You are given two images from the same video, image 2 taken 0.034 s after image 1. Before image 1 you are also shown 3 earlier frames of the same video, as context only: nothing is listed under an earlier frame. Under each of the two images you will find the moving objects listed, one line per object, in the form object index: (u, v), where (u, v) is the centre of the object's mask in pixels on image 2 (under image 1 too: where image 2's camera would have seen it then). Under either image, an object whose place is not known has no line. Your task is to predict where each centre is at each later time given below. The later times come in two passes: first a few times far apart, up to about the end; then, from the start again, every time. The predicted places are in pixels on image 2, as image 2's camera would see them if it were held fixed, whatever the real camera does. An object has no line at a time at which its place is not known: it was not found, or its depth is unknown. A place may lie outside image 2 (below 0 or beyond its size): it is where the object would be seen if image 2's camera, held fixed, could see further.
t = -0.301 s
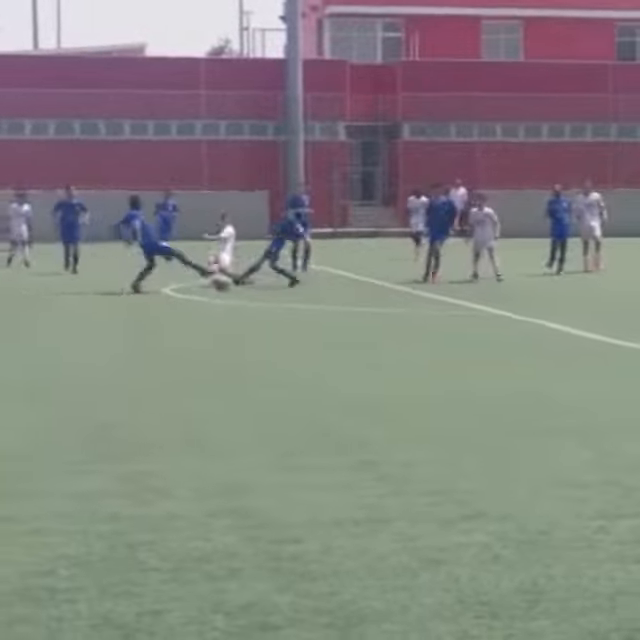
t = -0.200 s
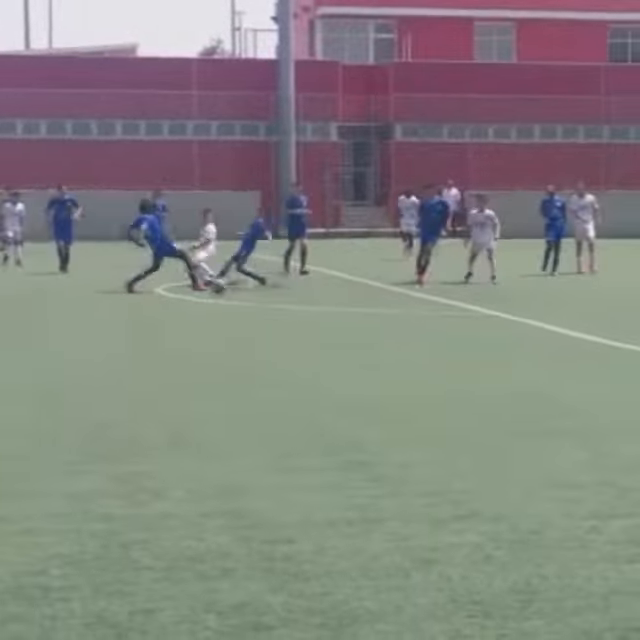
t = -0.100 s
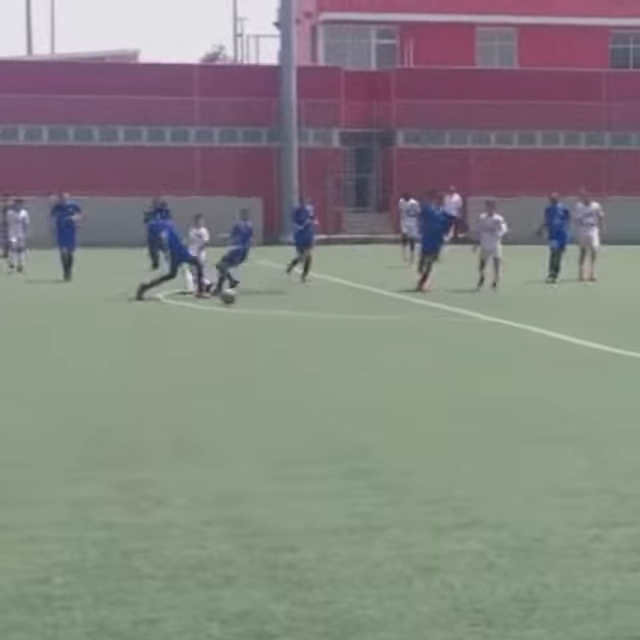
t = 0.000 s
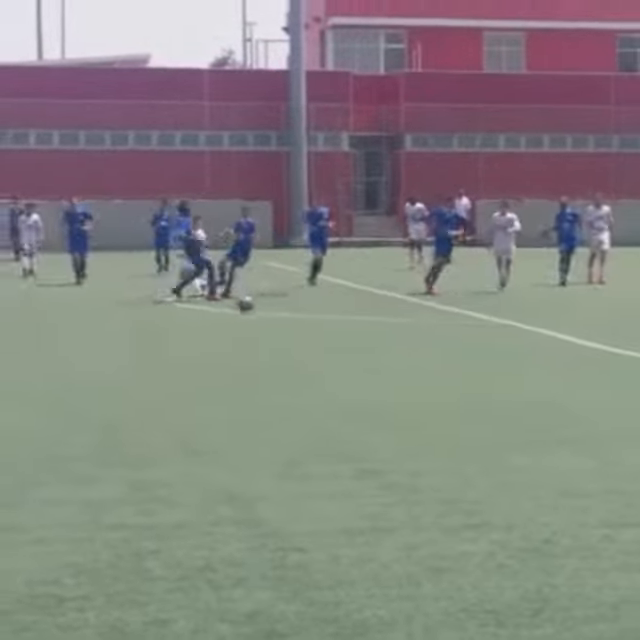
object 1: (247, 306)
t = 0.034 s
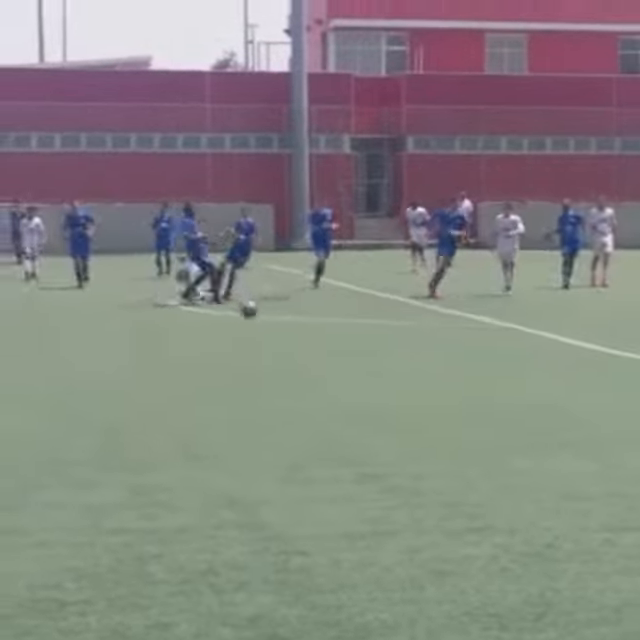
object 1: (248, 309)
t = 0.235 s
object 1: (263, 317)
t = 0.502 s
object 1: (277, 321)
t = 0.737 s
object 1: (290, 330)
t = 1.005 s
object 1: (309, 347)
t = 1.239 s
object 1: (326, 356)
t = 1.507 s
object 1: (346, 373)
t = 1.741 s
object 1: (369, 391)
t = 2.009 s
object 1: (394, 414)
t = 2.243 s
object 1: (421, 430)
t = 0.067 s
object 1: (251, 309)
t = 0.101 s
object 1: (253, 311)
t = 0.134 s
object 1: (256, 311)
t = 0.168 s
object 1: (257, 314)
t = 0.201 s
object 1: (260, 315)
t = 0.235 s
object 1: (263, 317)
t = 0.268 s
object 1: (266, 315)
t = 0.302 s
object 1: (268, 314)
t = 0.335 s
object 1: (269, 315)
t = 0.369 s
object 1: (271, 316)
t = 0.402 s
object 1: (273, 320)
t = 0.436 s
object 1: (274, 321)
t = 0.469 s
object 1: (275, 320)
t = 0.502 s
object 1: (277, 321)
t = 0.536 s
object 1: (279, 320)
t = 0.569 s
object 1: (281, 321)
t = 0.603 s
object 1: (283, 325)
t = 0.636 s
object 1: (285, 328)
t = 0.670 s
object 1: (287, 333)
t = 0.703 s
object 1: (289, 332)
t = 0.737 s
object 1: (290, 330)
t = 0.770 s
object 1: (292, 329)
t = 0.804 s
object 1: (295, 330)
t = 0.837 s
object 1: (297, 331)
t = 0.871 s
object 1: (299, 334)
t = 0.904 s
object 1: (301, 338)
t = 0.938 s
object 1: (304, 345)
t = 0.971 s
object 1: (306, 346)
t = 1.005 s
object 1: (309, 347)
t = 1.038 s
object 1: (311, 348)
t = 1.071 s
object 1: (314, 350)
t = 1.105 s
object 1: (316, 353)
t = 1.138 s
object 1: (318, 351)
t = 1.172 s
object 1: (321, 351)
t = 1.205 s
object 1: (324, 353)
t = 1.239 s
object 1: (326, 356)
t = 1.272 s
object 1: (328, 361)
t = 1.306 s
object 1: (331, 362)
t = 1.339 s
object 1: (333, 362)
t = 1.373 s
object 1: (335, 363)
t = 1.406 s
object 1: (338, 366)
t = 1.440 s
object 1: (341, 370)
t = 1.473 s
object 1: (344, 372)
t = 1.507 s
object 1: (346, 373)
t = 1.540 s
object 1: (350, 374)
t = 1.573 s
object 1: (352, 377)
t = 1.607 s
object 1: (356, 382)
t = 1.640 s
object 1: (359, 384)
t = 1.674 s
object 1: (362, 387)
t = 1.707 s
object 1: (366, 389)
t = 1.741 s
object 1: (369, 391)
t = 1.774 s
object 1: (372, 394)
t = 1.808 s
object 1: (375, 395)
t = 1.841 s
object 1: (378, 397)
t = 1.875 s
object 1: (381, 401)
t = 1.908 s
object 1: (384, 405)
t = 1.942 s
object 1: (388, 406)
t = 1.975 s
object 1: (391, 409)
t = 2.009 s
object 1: (394, 414)
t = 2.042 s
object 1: (398, 416)
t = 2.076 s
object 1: (402, 418)
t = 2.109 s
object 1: (406, 422)
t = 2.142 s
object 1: (410, 421)
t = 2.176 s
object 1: (413, 423)
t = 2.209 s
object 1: (417, 426)
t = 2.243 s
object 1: (421, 430)
